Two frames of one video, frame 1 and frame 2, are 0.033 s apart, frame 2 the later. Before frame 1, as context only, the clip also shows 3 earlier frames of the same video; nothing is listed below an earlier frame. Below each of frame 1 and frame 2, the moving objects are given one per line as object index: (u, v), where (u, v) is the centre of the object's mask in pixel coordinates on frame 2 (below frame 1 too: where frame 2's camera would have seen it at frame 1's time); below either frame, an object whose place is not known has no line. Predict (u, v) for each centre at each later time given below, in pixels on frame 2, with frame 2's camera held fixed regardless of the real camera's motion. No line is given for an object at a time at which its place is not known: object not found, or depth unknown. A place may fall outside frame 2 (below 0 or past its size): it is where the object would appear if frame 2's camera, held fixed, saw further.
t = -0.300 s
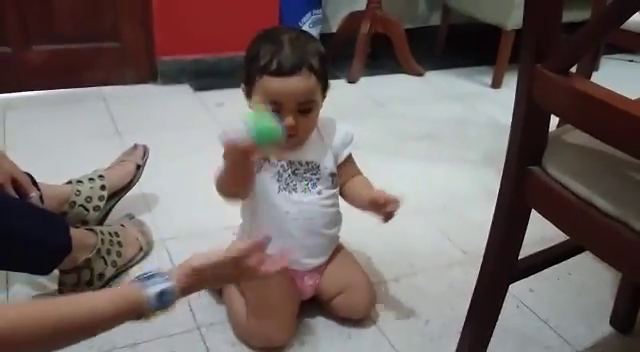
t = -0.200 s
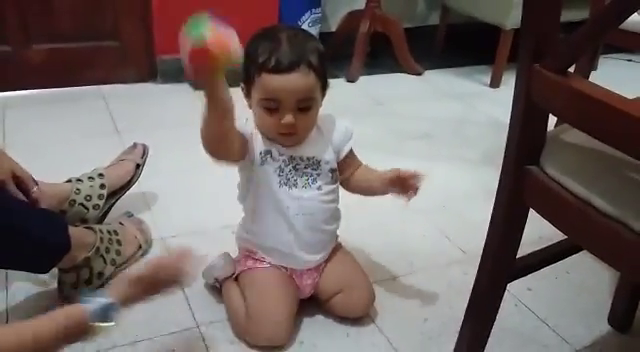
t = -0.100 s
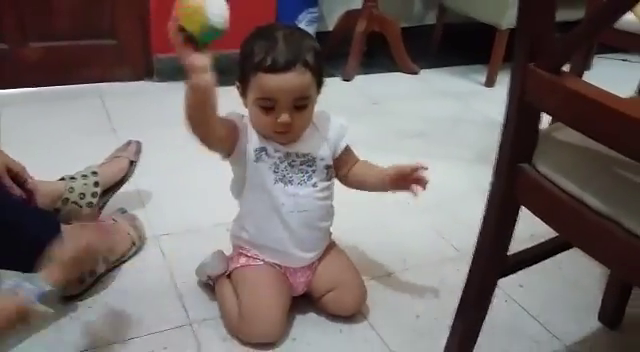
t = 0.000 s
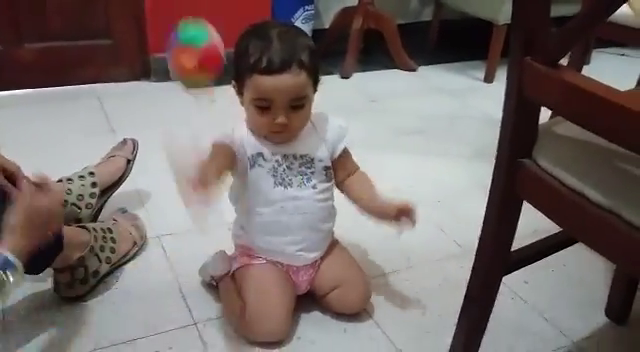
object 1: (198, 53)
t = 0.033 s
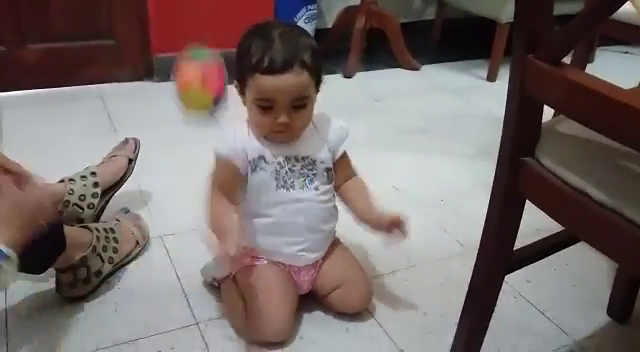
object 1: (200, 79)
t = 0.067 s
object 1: (203, 121)
